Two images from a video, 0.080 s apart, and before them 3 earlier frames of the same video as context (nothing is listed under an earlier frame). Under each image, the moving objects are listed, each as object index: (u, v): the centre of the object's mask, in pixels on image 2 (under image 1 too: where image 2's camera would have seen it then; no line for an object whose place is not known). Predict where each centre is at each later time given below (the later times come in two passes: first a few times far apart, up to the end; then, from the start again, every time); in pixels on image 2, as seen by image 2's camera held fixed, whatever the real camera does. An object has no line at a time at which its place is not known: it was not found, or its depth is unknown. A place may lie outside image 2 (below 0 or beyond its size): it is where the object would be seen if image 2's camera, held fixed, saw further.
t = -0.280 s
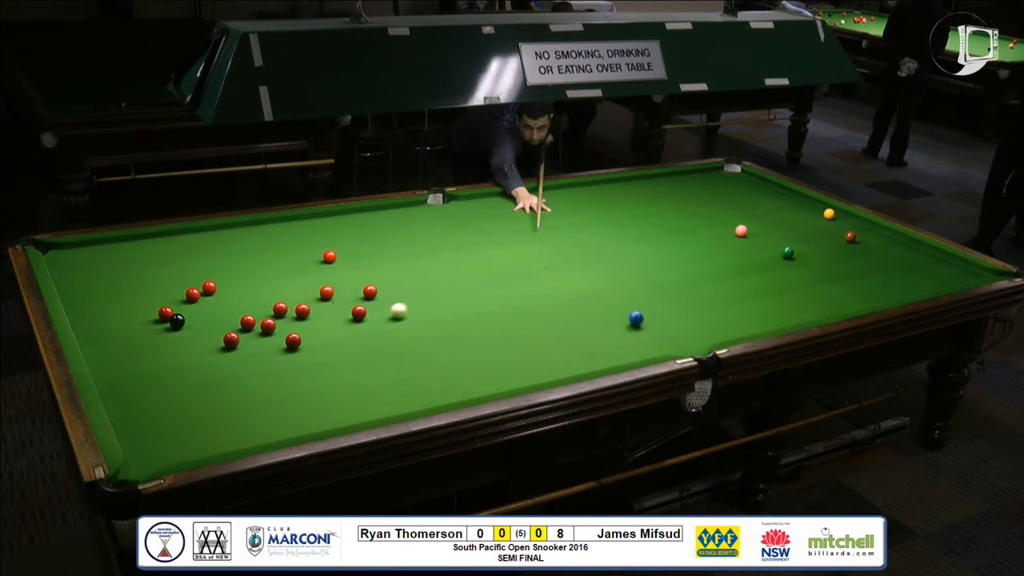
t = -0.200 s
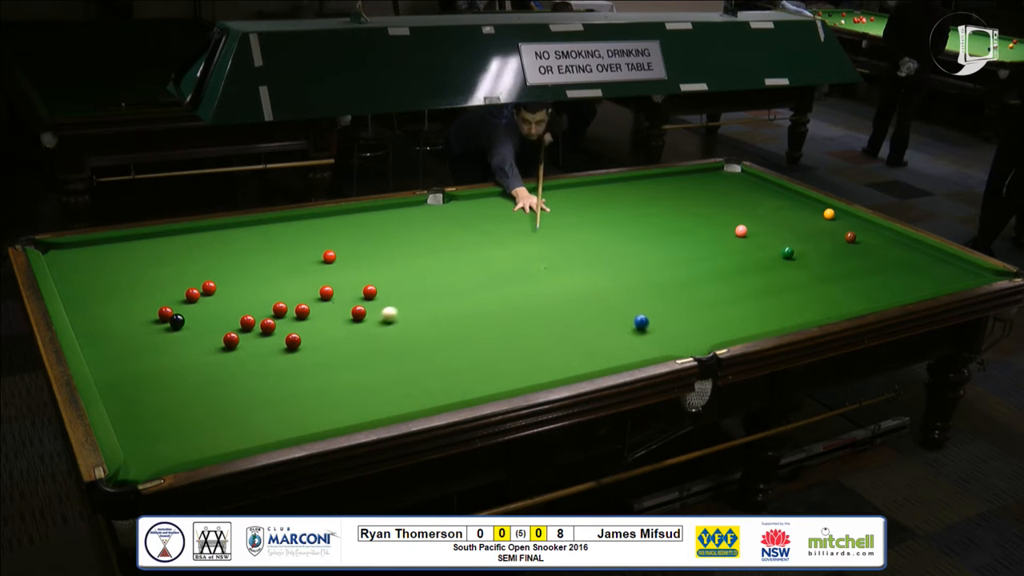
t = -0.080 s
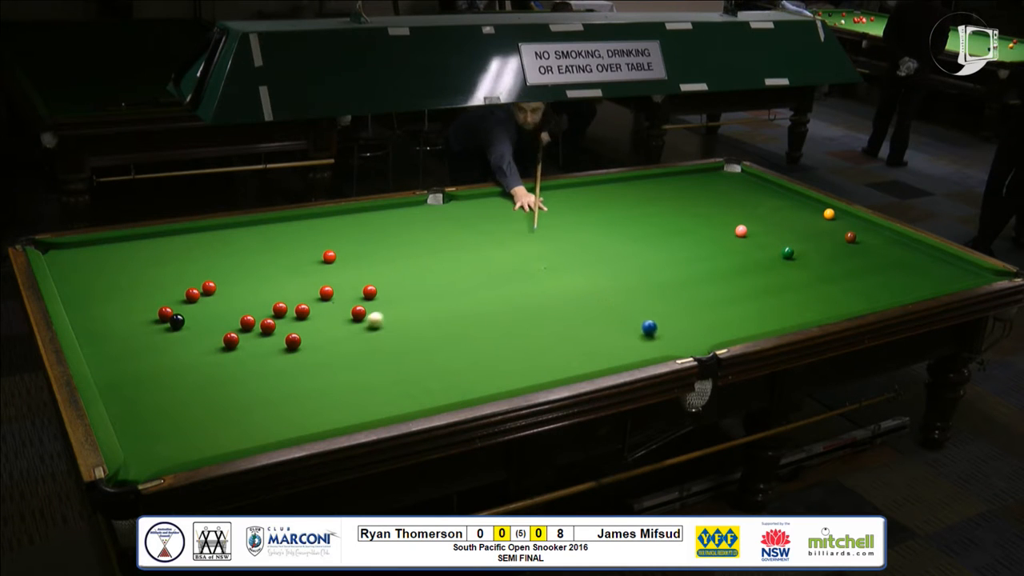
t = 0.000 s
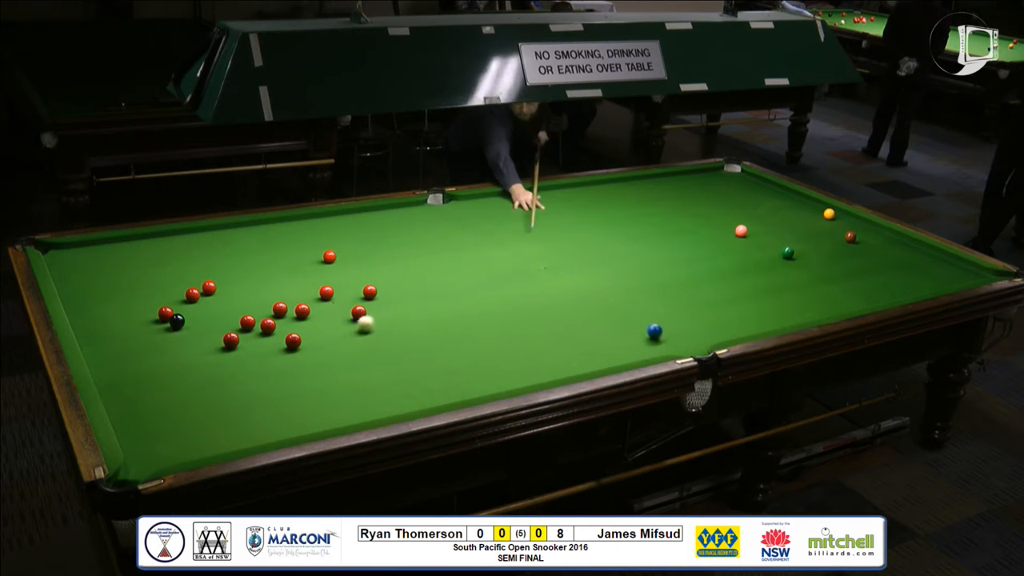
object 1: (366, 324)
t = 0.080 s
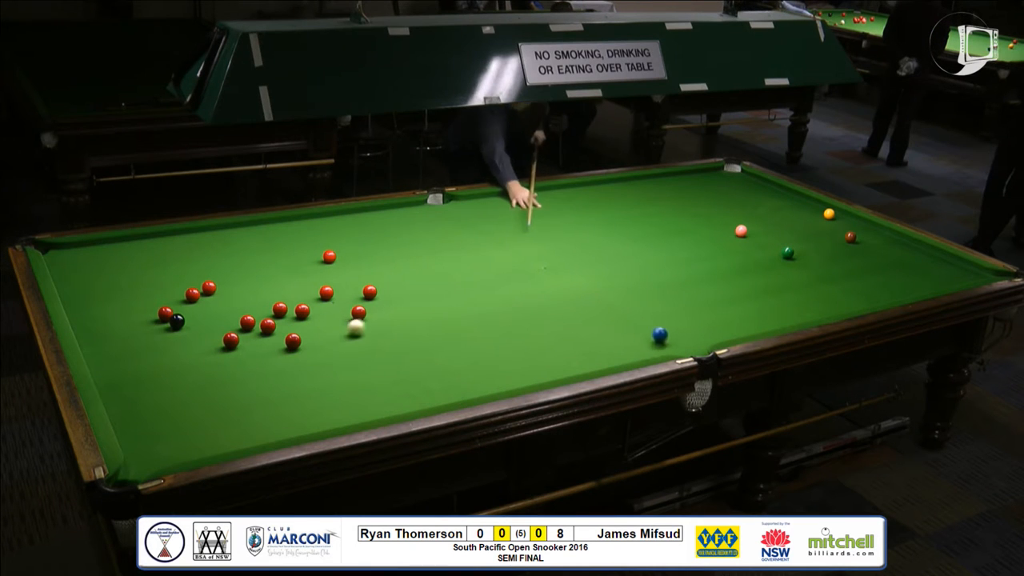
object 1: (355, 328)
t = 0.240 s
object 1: (337, 335)
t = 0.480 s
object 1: (308, 346)
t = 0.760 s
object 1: (275, 358)
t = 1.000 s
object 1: (246, 370)
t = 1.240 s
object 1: (219, 380)
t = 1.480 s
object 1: (192, 391)
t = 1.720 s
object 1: (165, 401)
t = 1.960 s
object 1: (140, 411)
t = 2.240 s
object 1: (124, 420)
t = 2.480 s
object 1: (142, 419)
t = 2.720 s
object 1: (158, 419)
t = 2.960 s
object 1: (171, 418)
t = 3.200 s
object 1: (183, 417)
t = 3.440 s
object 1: (192, 417)
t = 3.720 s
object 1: (200, 416)
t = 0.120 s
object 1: (351, 329)
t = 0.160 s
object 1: (346, 331)
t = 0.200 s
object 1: (341, 333)
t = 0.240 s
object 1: (337, 335)
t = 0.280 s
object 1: (332, 337)
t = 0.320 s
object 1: (327, 339)
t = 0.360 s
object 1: (323, 341)
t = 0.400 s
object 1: (317, 343)
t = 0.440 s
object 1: (313, 344)
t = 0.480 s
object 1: (308, 346)
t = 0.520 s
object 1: (303, 348)
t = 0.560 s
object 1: (298, 349)
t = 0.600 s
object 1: (294, 352)
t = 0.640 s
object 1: (289, 353)
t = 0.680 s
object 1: (284, 355)
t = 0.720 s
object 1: (279, 357)
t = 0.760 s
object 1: (275, 358)
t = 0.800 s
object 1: (270, 360)
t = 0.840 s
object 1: (265, 362)
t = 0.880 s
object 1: (261, 364)
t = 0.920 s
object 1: (256, 366)
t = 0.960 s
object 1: (251, 368)
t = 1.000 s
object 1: (246, 370)
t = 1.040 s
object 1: (242, 372)
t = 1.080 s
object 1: (237, 373)
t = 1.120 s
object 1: (232, 375)
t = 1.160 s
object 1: (228, 377)
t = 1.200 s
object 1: (223, 379)
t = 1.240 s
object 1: (219, 380)
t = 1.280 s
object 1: (214, 382)
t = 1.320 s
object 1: (210, 384)
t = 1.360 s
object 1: (205, 386)
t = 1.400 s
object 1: (201, 388)
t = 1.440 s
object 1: (196, 389)
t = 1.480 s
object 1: (192, 391)
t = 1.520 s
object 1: (187, 393)
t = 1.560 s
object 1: (183, 394)
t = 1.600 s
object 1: (179, 396)
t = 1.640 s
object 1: (174, 398)
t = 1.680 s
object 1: (169, 400)
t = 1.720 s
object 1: (165, 401)
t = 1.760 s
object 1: (161, 403)
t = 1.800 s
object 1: (157, 405)
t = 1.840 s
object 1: (152, 407)
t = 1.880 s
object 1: (148, 408)
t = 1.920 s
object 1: (144, 410)
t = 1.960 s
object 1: (140, 411)
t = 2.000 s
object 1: (135, 413)
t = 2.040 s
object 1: (131, 415)
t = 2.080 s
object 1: (127, 416)
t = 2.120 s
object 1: (123, 418)
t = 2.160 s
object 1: (120, 420)
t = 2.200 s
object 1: (121, 420)
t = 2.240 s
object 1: (124, 420)
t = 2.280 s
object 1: (127, 420)
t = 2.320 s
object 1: (130, 420)
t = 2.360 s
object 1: (133, 420)
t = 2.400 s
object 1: (136, 420)
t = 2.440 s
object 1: (139, 419)
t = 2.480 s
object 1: (142, 419)
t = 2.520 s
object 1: (145, 419)
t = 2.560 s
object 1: (147, 419)
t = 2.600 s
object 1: (150, 419)
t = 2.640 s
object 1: (153, 419)
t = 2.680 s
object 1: (155, 419)
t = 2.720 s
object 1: (158, 419)
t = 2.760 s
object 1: (160, 419)
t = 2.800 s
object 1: (163, 419)
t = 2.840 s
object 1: (165, 418)
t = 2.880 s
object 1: (167, 418)
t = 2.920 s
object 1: (169, 418)
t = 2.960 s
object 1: (171, 418)
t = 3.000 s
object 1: (173, 418)
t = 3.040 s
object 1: (175, 418)
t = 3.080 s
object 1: (177, 418)
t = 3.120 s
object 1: (179, 418)
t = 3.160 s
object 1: (181, 417)
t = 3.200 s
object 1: (183, 417)
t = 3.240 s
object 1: (184, 417)
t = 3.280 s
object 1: (186, 417)
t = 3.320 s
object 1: (188, 417)
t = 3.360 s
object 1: (189, 417)
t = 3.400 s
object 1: (191, 417)
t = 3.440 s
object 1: (192, 417)
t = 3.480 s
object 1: (193, 417)
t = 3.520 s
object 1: (195, 417)
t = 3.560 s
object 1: (196, 417)
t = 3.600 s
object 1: (197, 417)
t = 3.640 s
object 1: (198, 417)
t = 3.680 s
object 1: (199, 416)
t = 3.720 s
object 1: (200, 416)
